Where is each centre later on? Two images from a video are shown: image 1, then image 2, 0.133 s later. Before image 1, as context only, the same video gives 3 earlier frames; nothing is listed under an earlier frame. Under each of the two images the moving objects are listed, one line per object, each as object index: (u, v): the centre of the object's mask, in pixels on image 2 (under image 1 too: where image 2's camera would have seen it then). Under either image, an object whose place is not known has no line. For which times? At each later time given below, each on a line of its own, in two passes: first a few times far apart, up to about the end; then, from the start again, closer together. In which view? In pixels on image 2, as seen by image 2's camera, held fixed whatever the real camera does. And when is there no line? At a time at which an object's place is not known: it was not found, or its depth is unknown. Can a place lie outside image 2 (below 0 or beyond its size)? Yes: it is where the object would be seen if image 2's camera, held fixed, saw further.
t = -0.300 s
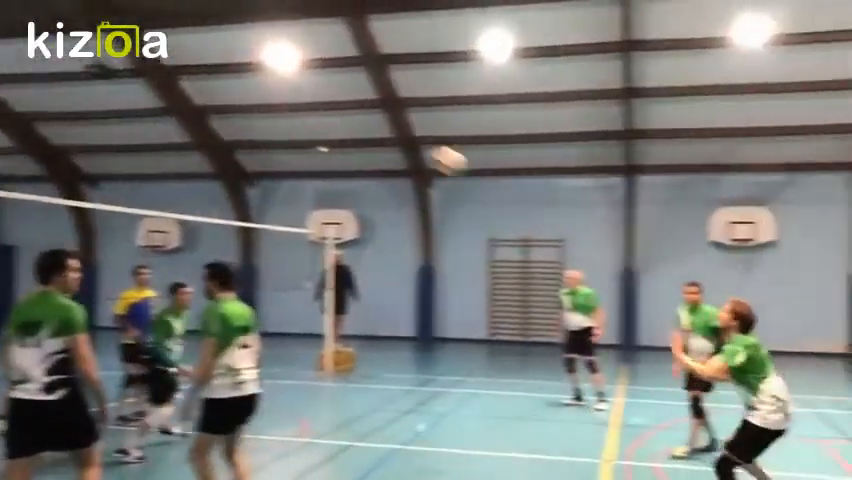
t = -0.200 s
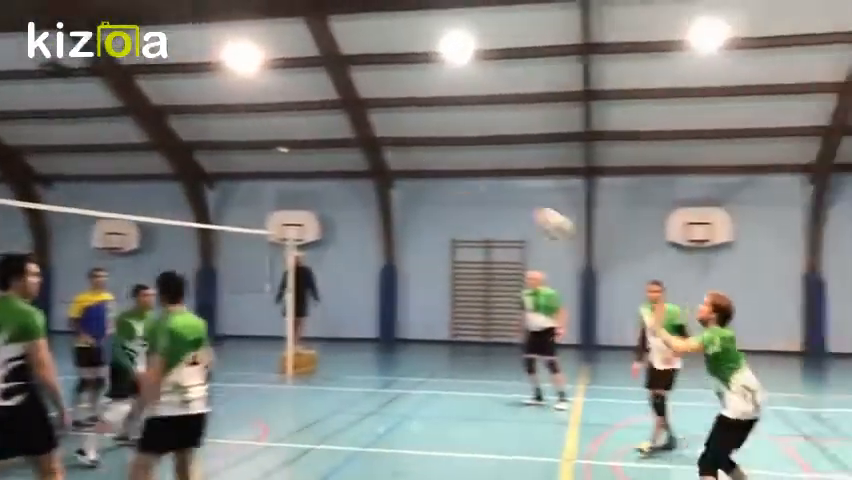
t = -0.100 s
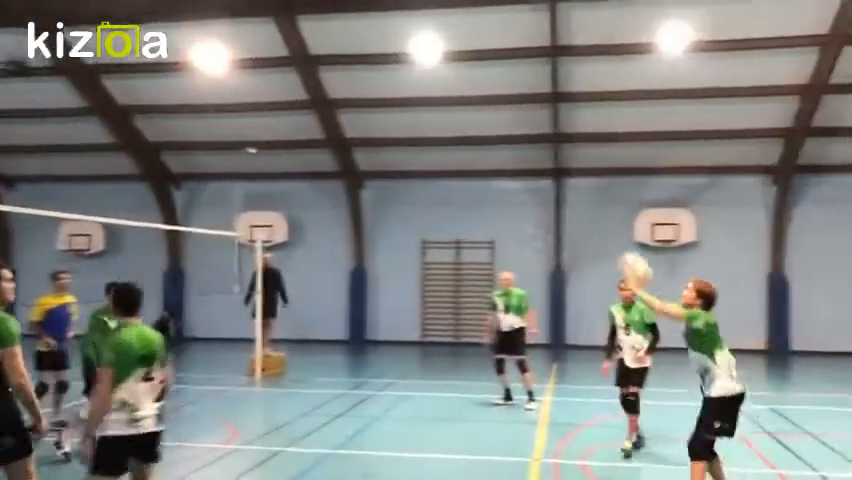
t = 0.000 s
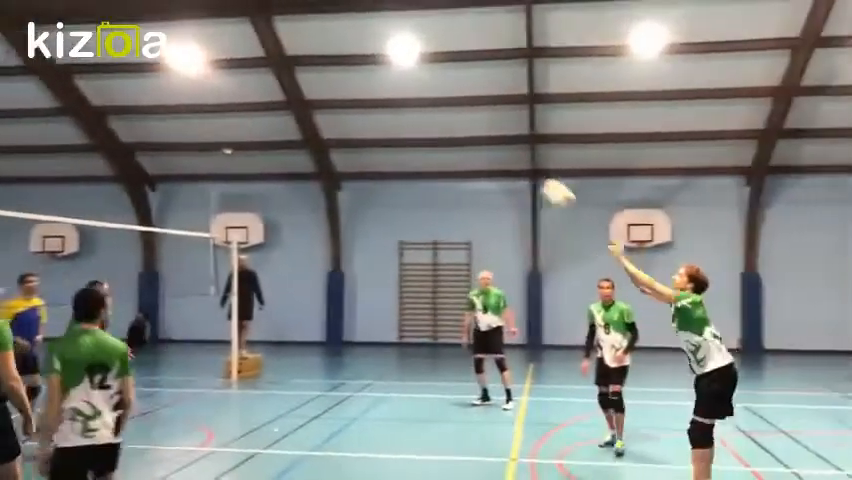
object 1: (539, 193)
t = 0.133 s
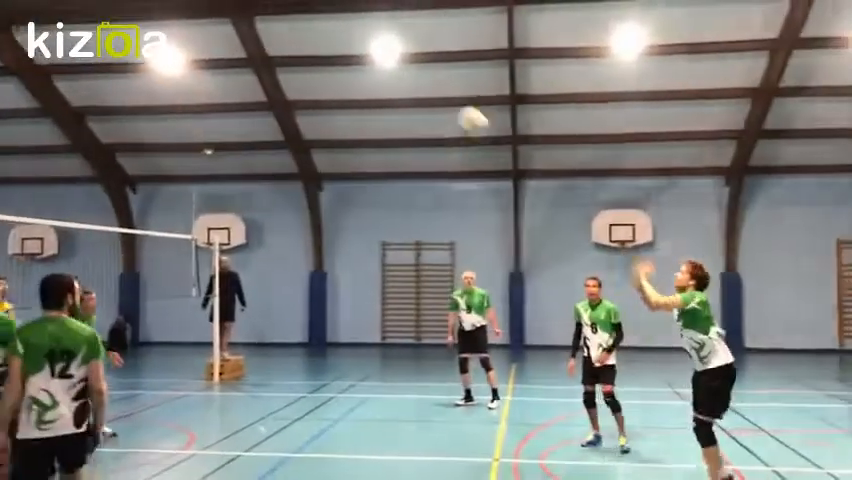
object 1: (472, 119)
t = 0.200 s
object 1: (440, 92)
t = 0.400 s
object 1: (354, 48)
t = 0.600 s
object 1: (275, 47)
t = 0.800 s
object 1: (206, 89)
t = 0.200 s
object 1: (440, 92)
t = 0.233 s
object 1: (424, 81)
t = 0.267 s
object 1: (412, 70)
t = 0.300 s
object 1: (404, 58)
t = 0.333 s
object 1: (382, 56)
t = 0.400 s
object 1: (354, 48)
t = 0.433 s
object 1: (340, 43)
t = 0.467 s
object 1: (326, 39)
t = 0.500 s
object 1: (313, 41)
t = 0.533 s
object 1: (300, 41)
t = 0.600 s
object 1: (275, 47)
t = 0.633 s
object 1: (262, 51)
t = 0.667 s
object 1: (251, 56)
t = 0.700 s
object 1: (239, 62)
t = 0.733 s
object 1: (228, 68)
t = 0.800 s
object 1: (206, 89)
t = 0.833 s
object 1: (193, 98)
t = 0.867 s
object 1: (181, 108)
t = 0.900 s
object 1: (171, 120)
